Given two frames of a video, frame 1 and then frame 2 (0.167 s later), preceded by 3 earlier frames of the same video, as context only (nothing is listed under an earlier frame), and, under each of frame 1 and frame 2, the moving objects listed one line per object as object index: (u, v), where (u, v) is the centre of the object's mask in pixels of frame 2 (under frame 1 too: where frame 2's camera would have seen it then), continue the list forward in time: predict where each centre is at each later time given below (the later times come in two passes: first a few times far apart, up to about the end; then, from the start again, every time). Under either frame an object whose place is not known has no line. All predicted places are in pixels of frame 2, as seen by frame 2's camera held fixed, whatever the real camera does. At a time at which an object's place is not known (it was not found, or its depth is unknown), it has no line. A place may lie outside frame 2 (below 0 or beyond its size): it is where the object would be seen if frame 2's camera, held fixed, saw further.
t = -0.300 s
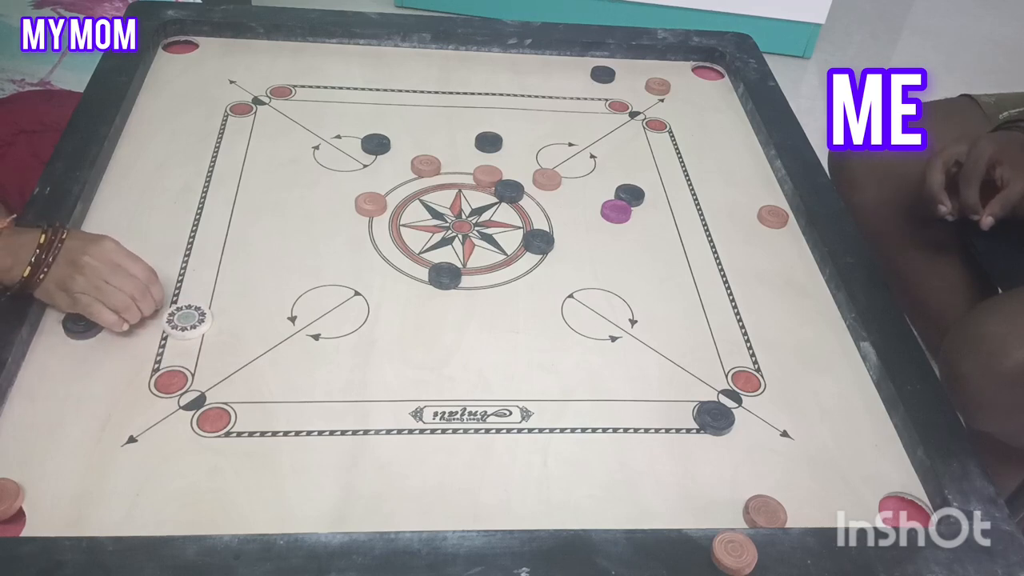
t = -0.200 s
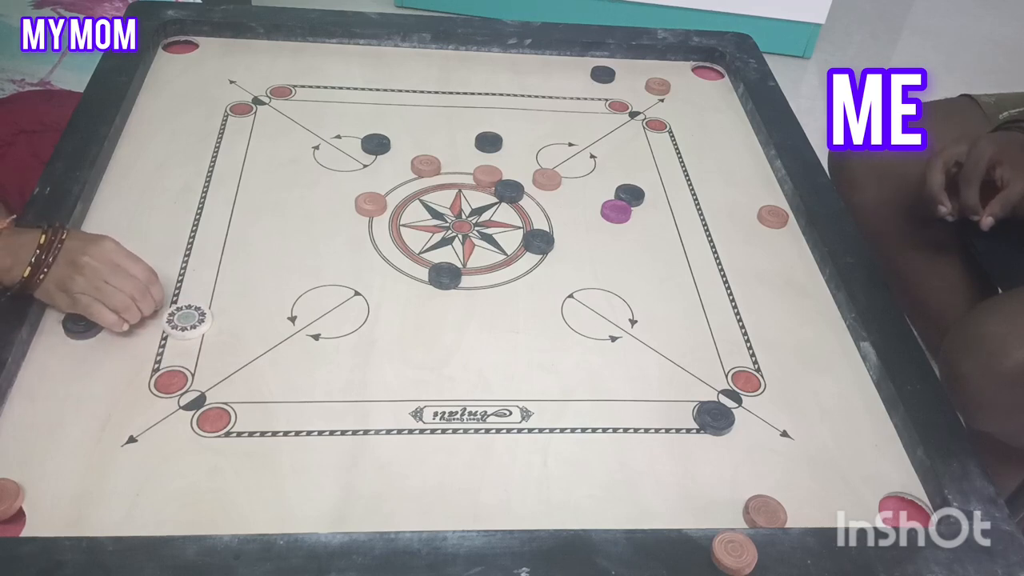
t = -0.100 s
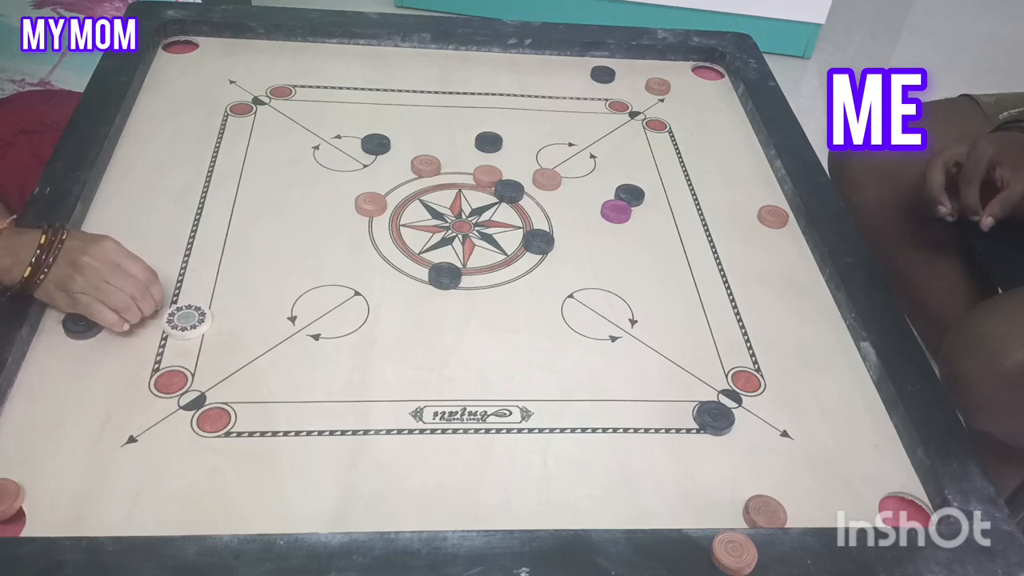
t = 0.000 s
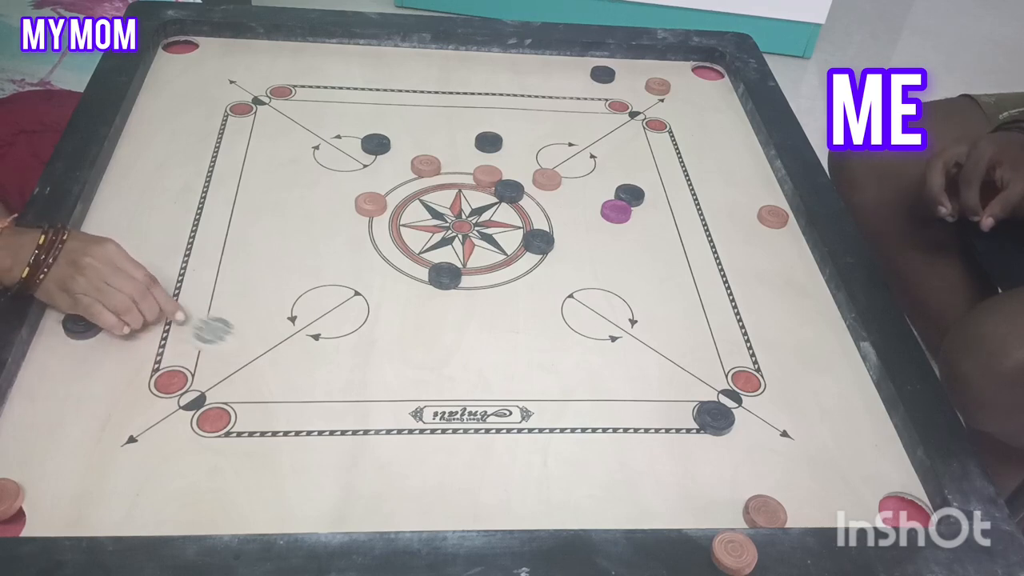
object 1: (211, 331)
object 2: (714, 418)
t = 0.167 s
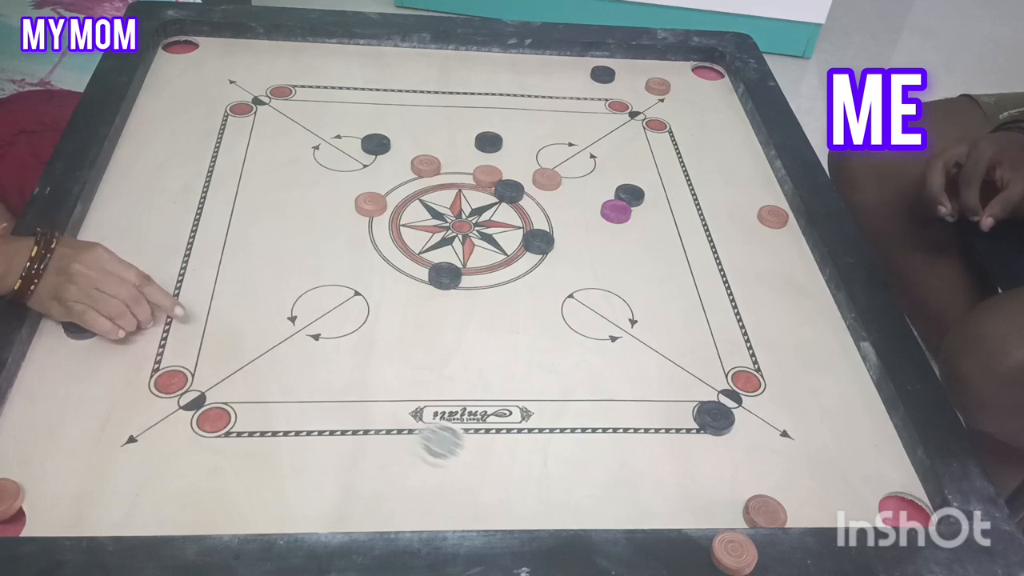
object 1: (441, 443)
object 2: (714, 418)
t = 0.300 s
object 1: (627, 502)
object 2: (714, 418)
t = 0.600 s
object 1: (840, 406)
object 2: (707, 391)
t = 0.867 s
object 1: (694, 343)
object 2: (679, 392)
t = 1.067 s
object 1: (637, 305)
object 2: (651, 405)
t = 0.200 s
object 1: (488, 468)
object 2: (714, 418)
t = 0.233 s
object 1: (541, 497)
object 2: (714, 418)
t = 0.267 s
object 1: (591, 514)
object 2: (714, 418)
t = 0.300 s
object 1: (627, 502)
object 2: (714, 418)
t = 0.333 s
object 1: (662, 484)
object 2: (714, 418)
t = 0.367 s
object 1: (694, 471)
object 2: (714, 418)
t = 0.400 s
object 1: (725, 457)
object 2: (713, 417)
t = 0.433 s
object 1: (758, 446)
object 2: (713, 415)
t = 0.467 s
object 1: (788, 439)
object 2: (711, 409)
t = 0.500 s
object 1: (818, 430)
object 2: (710, 402)
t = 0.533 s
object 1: (846, 422)
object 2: (709, 398)
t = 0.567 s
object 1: (862, 414)
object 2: (708, 394)
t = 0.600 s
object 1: (840, 406)
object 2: (707, 391)
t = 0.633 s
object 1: (817, 398)
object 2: (707, 388)
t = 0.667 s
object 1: (794, 390)
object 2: (707, 386)
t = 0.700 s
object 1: (773, 382)
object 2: (707, 385)
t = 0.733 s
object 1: (751, 375)
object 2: (708, 384)
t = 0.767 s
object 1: (734, 366)
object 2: (705, 384)
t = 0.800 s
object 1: (719, 359)
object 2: (695, 387)
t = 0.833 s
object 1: (707, 351)
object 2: (686, 390)
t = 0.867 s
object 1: (694, 343)
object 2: (679, 392)
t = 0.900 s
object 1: (683, 336)
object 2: (672, 395)
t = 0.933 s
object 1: (673, 329)
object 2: (667, 397)
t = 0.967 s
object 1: (662, 322)
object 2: (662, 399)
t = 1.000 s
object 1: (654, 316)
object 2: (657, 401)
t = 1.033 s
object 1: (646, 311)
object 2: (654, 403)
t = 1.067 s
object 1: (637, 305)
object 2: (651, 405)
